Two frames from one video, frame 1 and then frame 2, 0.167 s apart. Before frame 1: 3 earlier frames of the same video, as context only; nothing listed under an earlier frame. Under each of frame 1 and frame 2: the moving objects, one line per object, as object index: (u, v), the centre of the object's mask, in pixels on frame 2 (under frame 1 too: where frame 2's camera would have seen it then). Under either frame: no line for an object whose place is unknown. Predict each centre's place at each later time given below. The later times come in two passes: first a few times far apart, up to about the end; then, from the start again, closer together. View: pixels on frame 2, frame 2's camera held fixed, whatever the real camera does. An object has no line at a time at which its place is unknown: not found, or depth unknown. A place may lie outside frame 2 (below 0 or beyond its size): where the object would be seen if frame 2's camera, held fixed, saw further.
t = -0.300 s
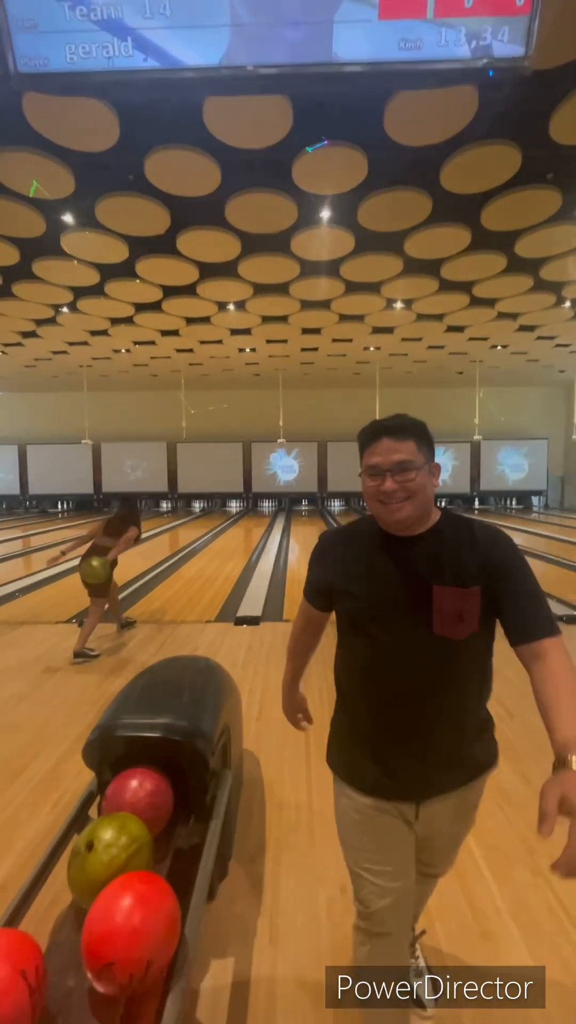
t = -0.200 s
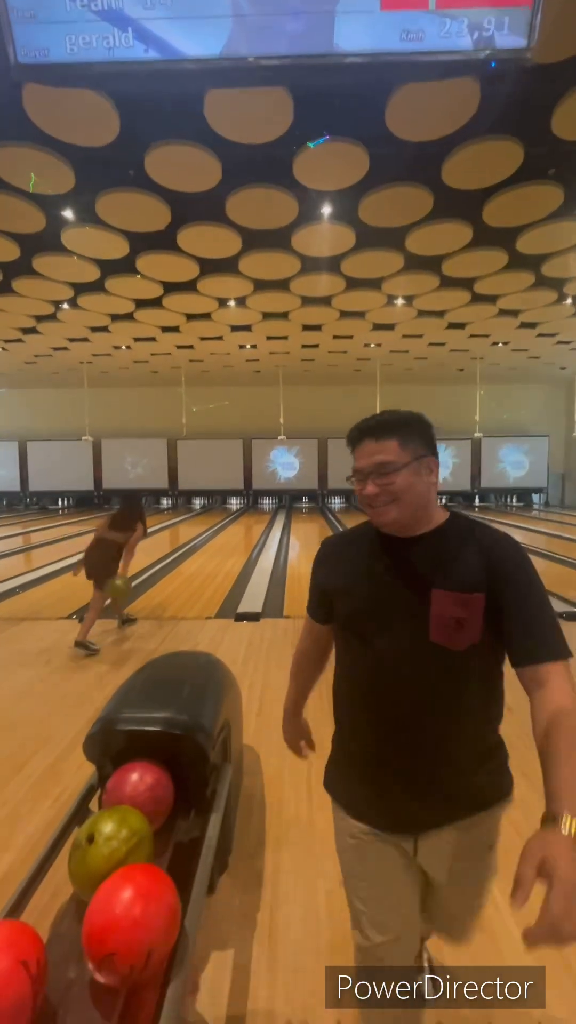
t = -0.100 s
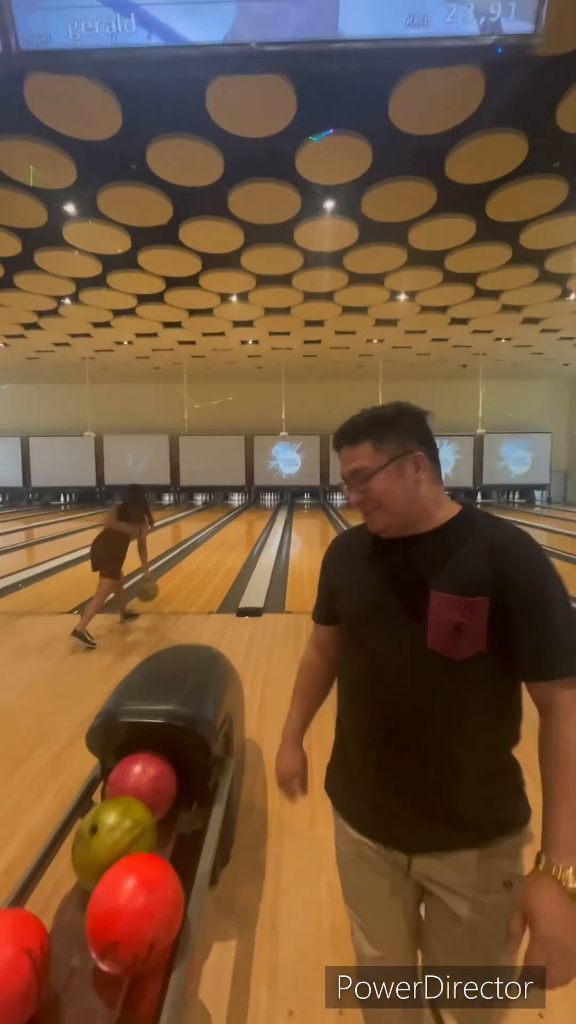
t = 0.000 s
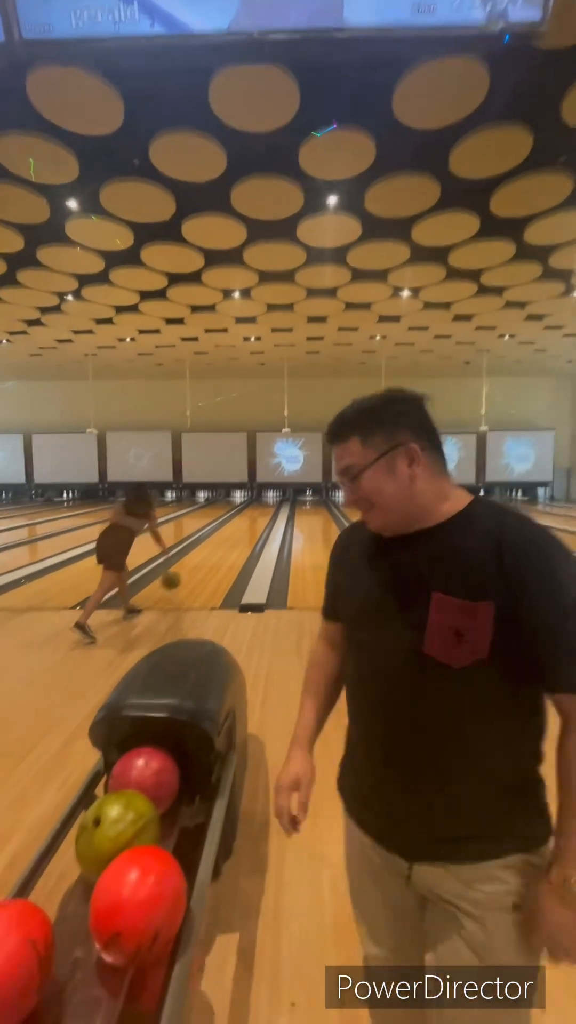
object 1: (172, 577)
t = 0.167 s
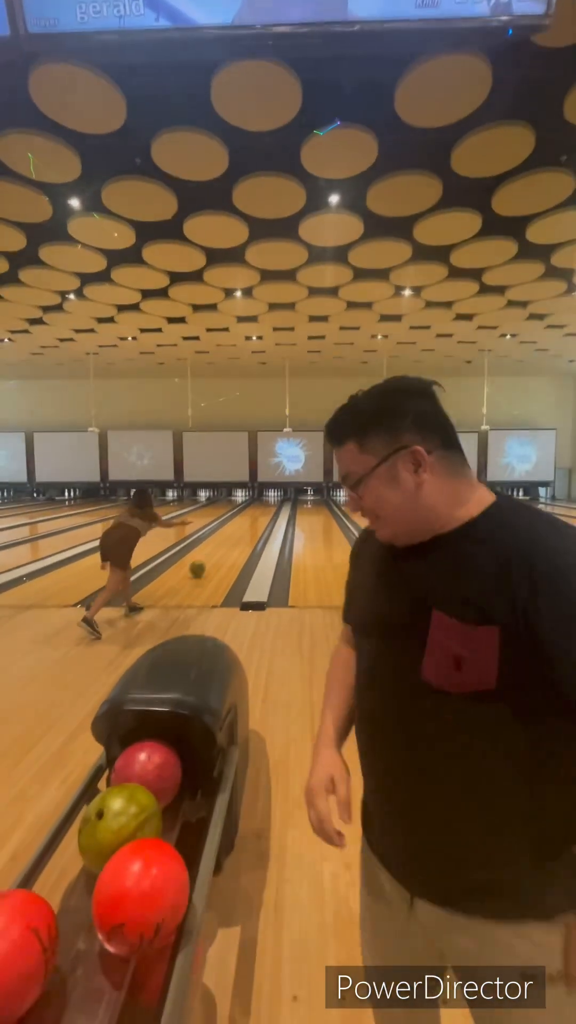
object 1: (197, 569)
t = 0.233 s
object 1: (204, 563)
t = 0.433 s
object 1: (222, 548)
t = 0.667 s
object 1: (237, 535)
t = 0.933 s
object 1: (249, 525)
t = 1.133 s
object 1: (255, 520)
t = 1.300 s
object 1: (259, 516)
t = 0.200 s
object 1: (201, 566)
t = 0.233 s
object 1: (204, 563)
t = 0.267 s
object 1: (208, 560)
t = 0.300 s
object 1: (211, 557)
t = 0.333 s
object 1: (214, 554)
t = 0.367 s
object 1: (217, 552)
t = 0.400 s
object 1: (220, 550)
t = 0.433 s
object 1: (222, 548)
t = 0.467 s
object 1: (225, 546)
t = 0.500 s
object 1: (227, 544)
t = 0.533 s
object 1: (229, 542)
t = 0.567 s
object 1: (231, 540)
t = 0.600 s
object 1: (233, 538)
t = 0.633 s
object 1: (235, 537)
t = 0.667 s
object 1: (237, 535)
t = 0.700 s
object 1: (237, 536)
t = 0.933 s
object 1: (249, 525)
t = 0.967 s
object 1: (249, 525)
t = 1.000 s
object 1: (250, 524)
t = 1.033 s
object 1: (252, 522)
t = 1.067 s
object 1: (252, 522)
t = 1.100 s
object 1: (253, 521)
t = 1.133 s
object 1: (255, 520)
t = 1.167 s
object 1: (255, 519)
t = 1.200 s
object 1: (256, 518)
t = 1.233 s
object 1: (257, 518)
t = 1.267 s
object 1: (258, 516)
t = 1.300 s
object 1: (259, 516)
